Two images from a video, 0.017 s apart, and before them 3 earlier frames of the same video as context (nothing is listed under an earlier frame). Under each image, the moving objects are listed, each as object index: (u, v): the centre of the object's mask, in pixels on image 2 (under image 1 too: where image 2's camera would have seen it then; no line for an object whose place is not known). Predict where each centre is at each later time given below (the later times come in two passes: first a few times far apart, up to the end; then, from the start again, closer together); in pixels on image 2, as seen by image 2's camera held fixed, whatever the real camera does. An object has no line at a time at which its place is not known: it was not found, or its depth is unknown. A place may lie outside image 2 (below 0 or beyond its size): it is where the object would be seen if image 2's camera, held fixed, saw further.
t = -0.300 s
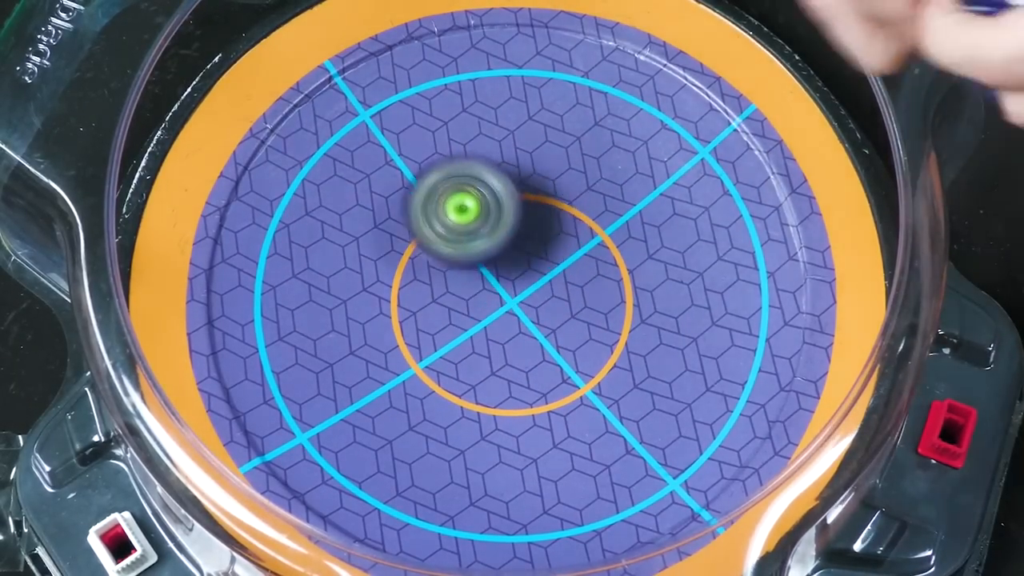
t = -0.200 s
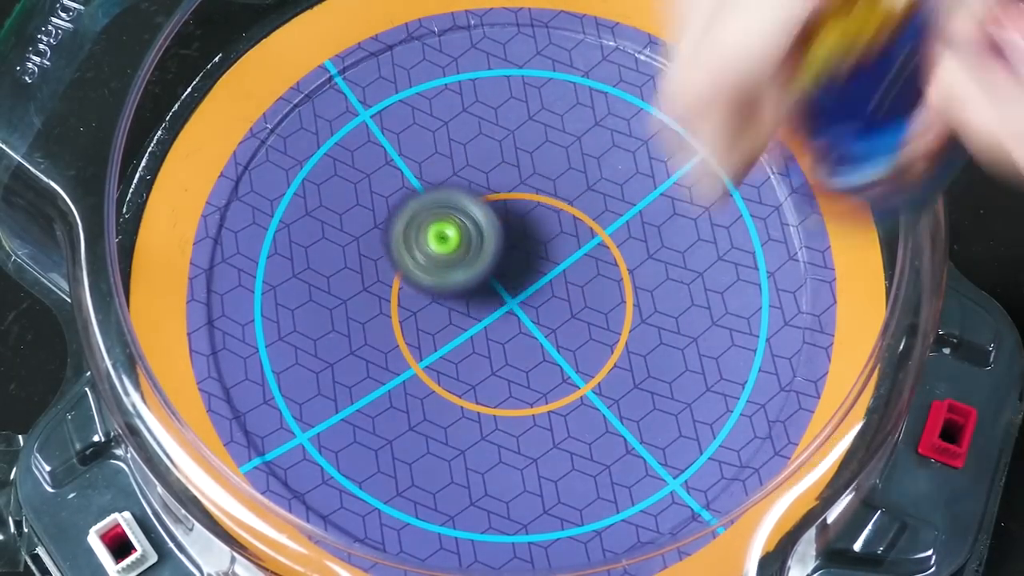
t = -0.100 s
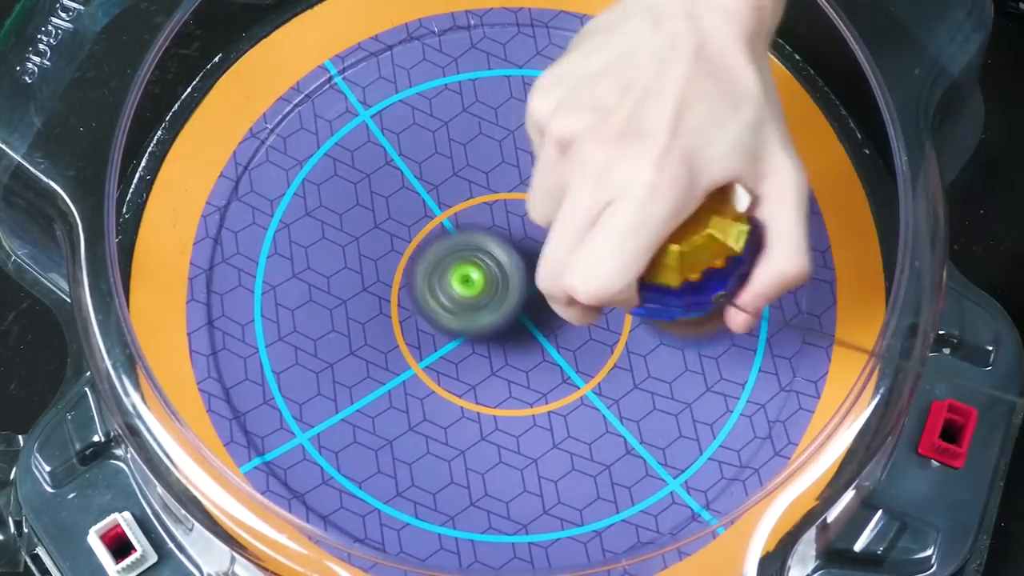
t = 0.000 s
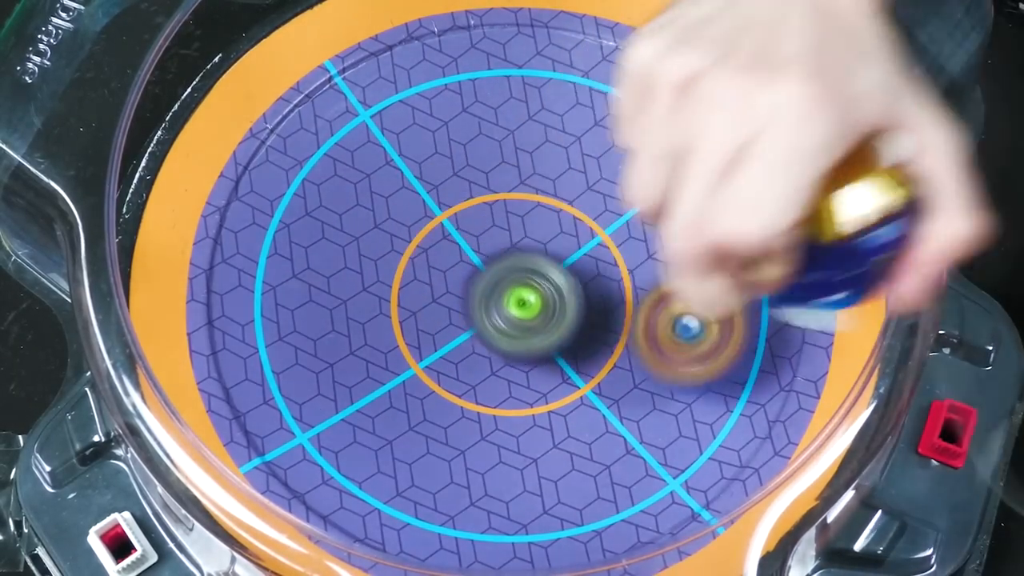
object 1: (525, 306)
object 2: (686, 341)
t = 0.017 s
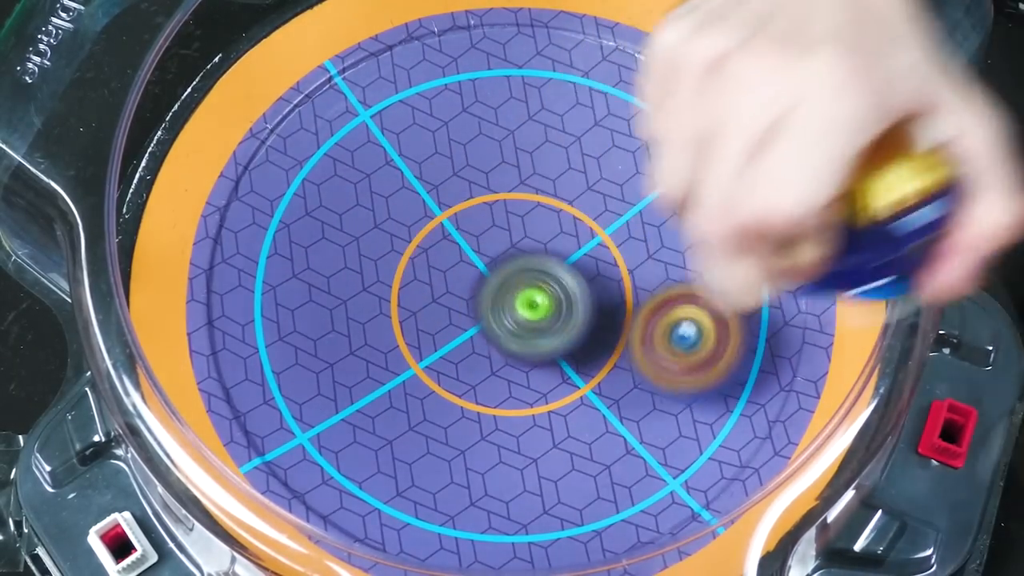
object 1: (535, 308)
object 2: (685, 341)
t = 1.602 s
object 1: (593, 171)
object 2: (311, 343)
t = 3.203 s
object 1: (652, 331)
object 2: (245, 90)
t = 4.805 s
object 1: (274, 244)
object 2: (696, 367)
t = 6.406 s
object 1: (488, 207)
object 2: (607, 308)
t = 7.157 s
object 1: (481, 231)
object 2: (481, 362)
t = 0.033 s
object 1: (543, 309)
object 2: (682, 347)
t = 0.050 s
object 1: (552, 309)
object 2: (678, 353)
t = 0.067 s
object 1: (556, 307)
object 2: (676, 361)
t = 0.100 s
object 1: (553, 295)
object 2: (683, 379)
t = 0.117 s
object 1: (551, 288)
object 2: (687, 387)
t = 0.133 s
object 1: (550, 283)
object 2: (689, 392)
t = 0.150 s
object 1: (546, 277)
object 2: (692, 399)
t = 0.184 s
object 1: (541, 266)
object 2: (698, 404)
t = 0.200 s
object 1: (539, 259)
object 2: (700, 407)
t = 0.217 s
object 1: (537, 253)
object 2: (703, 403)
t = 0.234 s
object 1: (534, 247)
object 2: (703, 402)
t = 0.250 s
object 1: (533, 240)
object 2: (704, 401)
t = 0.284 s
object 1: (527, 228)
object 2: (704, 391)
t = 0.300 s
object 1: (524, 223)
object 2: (705, 385)
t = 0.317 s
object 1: (520, 216)
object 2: (705, 378)
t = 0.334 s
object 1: (516, 211)
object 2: (705, 371)
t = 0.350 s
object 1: (511, 207)
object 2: (706, 363)
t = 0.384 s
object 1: (500, 200)
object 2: (702, 350)
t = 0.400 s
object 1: (494, 199)
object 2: (700, 343)
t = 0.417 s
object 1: (488, 200)
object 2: (696, 338)
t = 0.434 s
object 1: (481, 202)
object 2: (692, 335)
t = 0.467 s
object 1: (470, 209)
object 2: (680, 329)
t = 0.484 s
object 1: (465, 214)
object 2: (673, 328)
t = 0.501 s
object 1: (461, 221)
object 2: (665, 328)
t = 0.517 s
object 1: (458, 227)
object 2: (657, 328)
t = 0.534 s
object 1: (455, 235)
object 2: (647, 329)
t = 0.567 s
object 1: (455, 250)
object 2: (625, 335)
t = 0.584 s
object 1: (458, 259)
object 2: (612, 339)
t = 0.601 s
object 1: (460, 267)
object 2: (602, 345)
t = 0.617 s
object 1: (463, 273)
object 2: (589, 349)
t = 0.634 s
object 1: (468, 281)
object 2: (579, 354)
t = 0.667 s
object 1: (428, 224)
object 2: (625, 439)
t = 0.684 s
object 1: (390, 183)
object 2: (656, 488)
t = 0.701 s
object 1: (355, 135)
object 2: (672, 506)
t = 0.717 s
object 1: (334, 101)
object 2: (682, 513)
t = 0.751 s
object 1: (282, 30)
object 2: (699, 525)
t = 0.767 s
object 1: (261, 27)
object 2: (703, 532)
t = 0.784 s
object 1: (250, 41)
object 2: (704, 535)
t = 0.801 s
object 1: (240, 55)
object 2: (705, 529)
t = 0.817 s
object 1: (227, 80)
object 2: (702, 526)
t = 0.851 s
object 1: (211, 144)
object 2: (703, 508)
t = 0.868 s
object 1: (206, 165)
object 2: (701, 496)
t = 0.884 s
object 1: (202, 192)
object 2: (699, 487)
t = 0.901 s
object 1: (202, 214)
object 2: (696, 477)
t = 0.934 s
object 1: (201, 255)
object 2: (689, 453)
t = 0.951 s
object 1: (206, 276)
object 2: (686, 436)
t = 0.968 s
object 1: (215, 297)
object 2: (683, 423)
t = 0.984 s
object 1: (227, 320)
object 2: (678, 412)
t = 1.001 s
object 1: (239, 338)
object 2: (673, 402)
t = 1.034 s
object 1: (271, 370)
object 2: (659, 374)
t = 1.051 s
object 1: (286, 383)
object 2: (649, 362)
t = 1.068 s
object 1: (303, 394)
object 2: (639, 348)
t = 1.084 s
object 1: (327, 403)
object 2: (627, 336)
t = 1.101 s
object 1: (344, 411)
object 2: (617, 323)
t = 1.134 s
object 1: (382, 422)
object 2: (594, 301)
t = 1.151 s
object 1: (402, 424)
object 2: (583, 293)
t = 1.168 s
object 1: (419, 426)
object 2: (572, 283)
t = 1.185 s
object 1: (438, 427)
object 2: (561, 274)
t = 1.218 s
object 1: (474, 420)
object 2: (540, 266)
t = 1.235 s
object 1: (490, 415)
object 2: (529, 264)
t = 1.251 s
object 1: (508, 409)
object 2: (520, 261)
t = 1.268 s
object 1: (523, 401)
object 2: (510, 258)
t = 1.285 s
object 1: (536, 392)
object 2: (501, 257)
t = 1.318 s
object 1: (562, 371)
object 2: (482, 262)
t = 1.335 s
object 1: (573, 359)
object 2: (473, 262)
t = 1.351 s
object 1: (583, 347)
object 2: (464, 261)
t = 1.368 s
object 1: (591, 335)
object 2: (455, 263)
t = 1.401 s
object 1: (604, 311)
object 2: (436, 273)
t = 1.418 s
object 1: (610, 298)
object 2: (425, 277)
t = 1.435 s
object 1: (614, 286)
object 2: (414, 280)
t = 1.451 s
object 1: (617, 273)
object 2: (400, 285)
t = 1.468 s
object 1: (617, 261)
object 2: (388, 290)
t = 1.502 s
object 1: (617, 237)
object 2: (364, 301)
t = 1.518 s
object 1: (615, 223)
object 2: (352, 308)
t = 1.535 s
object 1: (612, 213)
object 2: (342, 314)
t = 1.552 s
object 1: (608, 201)
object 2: (334, 319)
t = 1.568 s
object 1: (604, 191)
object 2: (326, 326)
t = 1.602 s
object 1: (593, 171)
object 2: (311, 343)
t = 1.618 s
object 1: (587, 163)
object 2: (307, 348)
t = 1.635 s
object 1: (578, 154)
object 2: (302, 355)
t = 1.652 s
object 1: (570, 147)
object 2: (298, 364)
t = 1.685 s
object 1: (551, 134)
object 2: (289, 383)
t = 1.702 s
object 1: (542, 131)
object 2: (288, 389)
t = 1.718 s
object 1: (532, 127)
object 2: (287, 396)
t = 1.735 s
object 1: (522, 125)
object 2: (288, 403)
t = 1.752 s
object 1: (510, 123)
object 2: (289, 412)
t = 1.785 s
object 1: (487, 122)
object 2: (294, 425)
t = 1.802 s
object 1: (476, 124)
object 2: (298, 432)
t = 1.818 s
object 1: (466, 126)
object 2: (299, 438)
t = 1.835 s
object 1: (455, 130)
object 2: (302, 441)
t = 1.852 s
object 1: (446, 135)
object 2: (306, 446)
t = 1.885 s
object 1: (428, 147)
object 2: (315, 453)
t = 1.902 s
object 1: (420, 156)
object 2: (319, 455)
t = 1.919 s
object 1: (413, 166)
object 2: (323, 457)
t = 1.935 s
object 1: (409, 175)
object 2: (327, 457)
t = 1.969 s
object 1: (405, 196)
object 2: (334, 454)
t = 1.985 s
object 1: (406, 206)
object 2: (337, 452)
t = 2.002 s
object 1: (409, 215)
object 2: (341, 447)
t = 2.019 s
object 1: (413, 225)
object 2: (344, 442)
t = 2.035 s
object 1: (417, 233)
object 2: (346, 437)
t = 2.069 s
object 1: (430, 248)
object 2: (353, 425)
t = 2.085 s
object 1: (438, 254)
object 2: (357, 418)
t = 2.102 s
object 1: (447, 259)
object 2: (361, 409)
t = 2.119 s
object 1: (457, 264)
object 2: (364, 400)
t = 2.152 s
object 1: (476, 268)
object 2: (370, 378)
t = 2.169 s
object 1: (486, 270)
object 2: (372, 366)
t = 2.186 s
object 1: (497, 271)
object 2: (374, 355)
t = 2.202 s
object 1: (507, 272)
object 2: (376, 343)
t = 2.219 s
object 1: (517, 271)
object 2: (377, 331)
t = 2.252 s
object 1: (537, 267)
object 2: (376, 304)
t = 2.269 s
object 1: (546, 264)
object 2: (375, 291)
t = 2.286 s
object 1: (553, 261)
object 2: (373, 279)
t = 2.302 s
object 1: (561, 257)
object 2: (371, 264)
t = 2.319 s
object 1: (567, 251)
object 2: (368, 251)
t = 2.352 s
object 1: (578, 240)
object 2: (361, 225)
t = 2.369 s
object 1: (582, 233)
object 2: (357, 213)
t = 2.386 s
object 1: (584, 226)
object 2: (353, 201)
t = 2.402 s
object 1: (586, 219)
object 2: (348, 190)
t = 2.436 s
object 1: (586, 206)
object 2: (336, 169)
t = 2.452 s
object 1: (585, 198)
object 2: (330, 160)
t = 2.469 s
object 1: (583, 191)
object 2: (324, 153)
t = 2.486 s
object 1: (581, 185)
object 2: (316, 147)
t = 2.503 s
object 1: (577, 179)
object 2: (310, 143)
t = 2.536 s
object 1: (564, 170)
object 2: (298, 138)
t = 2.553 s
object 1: (557, 167)
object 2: (291, 138)
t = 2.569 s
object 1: (550, 165)
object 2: (287, 139)
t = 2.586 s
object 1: (542, 164)
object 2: (282, 143)
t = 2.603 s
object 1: (534, 165)
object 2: (279, 147)
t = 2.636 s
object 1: (522, 167)
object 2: (274, 157)
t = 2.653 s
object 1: (517, 169)
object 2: (272, 162)
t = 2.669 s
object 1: (513, 171)
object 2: (270, 167)
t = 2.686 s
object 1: (510, 173)
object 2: (271, 171)
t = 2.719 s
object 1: (506, 178)
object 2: (271, 181)
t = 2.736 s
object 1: (504, 181)
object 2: (274, 185)
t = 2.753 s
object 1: (504, 183)
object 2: (280, 188)
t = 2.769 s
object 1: (505, 185)
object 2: (284, 193)
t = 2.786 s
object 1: (507, 188)
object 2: (291, 197)
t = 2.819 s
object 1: (511, 195)
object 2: (305, 204)
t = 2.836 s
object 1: (512, 201)
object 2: (316, 207)
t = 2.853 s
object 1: (512, 207)
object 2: (327, 210)
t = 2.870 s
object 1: (513, 214)
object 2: (340, 213)
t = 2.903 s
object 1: (514, 229)
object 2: (367, 216)
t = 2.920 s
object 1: (514, 238)
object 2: (381, 218)
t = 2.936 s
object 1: (529, 250)
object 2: (388, 209)
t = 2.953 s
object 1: (583, 282)
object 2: (363, 187)
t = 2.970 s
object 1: (634, 314)
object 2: (338, 165)
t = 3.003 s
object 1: (724, 362)
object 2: (290, 125)
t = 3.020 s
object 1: (765, 383)
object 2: (274, 111)
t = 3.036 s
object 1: (793, 389)
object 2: (269, 107)
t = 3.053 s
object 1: (810, 389)
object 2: (266, 106)
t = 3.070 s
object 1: (812, 385)
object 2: (263, 105)
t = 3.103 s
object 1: (785, 372)
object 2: (257, 100)
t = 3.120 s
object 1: (763, 366)
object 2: (255, 99)
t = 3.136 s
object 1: (742, 362)
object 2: (254, 97)
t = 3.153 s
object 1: (720, 361)
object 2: (251, 95)
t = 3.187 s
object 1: (675, 341)
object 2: (247, 91)
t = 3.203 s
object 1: (652, 331)
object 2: (245, 90)
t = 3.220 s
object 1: (629, 323)
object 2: (243, 89)
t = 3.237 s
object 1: (606, 315)
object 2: (242, 88)
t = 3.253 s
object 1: (584, 304)
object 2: (241, 87)
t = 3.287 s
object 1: (542, 283)
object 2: (241, 83)
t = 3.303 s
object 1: (522, 273)
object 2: (242, 81)
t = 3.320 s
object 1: (504, 263)
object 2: (243, 79)
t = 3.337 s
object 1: (487, 254)
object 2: (246, 78)
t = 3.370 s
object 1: (456, 237)
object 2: (253, 73)
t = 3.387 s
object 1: (442, 230)
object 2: (257, 71)
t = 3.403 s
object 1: (431, 224)
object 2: (261, 69)
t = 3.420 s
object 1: (419, 219)
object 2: (266, 68)
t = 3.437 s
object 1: (409, 215)
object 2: (273, 67)
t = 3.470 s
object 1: (393, 211)
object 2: (284, 66)
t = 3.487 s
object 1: (386, 210)
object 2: (290, 64)
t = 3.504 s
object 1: (381, 211)
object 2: (297, 63)
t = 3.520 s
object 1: (377, 213)
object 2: (304, 63)
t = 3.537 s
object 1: (373, 217)
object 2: (313, 62)
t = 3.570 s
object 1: (370, 227)
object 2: (331, 62)
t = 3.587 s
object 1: (370, 233)
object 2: (344, 69)
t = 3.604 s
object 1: (369, 240)
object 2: (356, 78)
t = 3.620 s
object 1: (371, 248)
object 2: (369, 87)
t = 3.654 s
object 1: (374, 263)
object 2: (391, 101)
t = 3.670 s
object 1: (377, 270)
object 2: (403, 110)
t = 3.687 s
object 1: (380, 277)
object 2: (413, 119)
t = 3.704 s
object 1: (384, 284)
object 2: (425, 128)
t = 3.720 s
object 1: (388, 290)
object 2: (437, 137)
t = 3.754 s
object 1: (396, 305)
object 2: (456, 152)
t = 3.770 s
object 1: (400, 312)
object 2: (468, 159)
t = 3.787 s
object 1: (405, 319)
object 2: (482, 166)
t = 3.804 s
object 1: (409, 326)
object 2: (496, 173)
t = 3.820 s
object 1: (414, 331)
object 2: (508, 176)
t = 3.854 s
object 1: (426, 338)
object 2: (534, 188)
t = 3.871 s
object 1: (433, 341)
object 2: (548, 193)
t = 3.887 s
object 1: (439, 342)
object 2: (562, 196)
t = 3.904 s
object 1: (444, 342)
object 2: (574, 200)
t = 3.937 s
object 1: (457, 341)
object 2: (602, 208)
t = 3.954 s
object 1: (462, 340)
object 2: (616, 209)
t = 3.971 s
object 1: (467, 338)
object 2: (628, 209)
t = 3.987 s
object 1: (473, 337)
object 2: (636, 212)
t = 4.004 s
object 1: (478, 333)
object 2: (645, 214)
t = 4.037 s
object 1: (488, 329)
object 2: (661, 217)
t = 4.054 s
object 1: (491, 328)
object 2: (666, 218)
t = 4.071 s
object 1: (494, 326)
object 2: (672, 219)
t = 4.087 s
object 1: (497, 324)
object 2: (679, 217)
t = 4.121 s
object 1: (503, 321)
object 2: (688, 215)
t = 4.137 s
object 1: (505, 319)
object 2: (693, 214)
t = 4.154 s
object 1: (507, 317)
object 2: (700, 212)
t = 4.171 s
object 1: (508, 316)
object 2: (707, 210)
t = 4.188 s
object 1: (508, 315)
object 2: (710, 209)
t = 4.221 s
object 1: (510, 312)
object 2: (721, 205)
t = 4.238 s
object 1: (510, 310)
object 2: (723, 202)
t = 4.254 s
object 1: (510, 310)
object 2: (724, 199)
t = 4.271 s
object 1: (509, 309)
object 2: (727, 197)
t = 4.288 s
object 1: (509, 308)
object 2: (730, 193)
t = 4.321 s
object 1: (507, 307)
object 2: (726, 190)
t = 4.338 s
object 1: (506, 307)
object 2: (724, 191)
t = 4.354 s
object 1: (505, 307)
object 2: (722, 192)
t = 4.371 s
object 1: (503, 306)
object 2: (718, 194)
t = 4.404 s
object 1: (500, 305)
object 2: (706, 200)
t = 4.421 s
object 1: (497, 305)
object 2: (699, 203)
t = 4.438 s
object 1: (495, 305)
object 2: (692, 208)
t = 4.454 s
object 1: (494, 305)
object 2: (685, 214)
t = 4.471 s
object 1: (492, 304)
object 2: (678, 218)
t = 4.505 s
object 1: (486, 303)
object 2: (662, 230)
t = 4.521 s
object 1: (484, 302)
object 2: (654, 238)
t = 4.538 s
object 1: (482, 301)
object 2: (644, 244)
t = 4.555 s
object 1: (480, 301)
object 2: (635, 250)
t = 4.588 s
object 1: (476, 299)
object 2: (615, 266)
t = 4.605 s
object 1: (474, 298)
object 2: (607, 272)
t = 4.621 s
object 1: (468, 294)
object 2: (603, 278)
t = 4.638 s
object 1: (438, 289)
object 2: (620, 288)
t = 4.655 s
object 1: (410, 283)
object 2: (637, 298)
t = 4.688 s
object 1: (358, 272)
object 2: (660, 321)
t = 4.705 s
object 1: (337, 267)
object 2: (673, 331)
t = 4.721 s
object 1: (323, 262)
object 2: (677, 339)
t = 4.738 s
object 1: (308, 257)
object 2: (685, 349)
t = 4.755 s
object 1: (295, 254)
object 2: (691, 354)
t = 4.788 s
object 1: (279, 246)
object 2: (696, 365)
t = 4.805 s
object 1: (274, 244)
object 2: (696, 367)
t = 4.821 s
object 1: (272, 243)
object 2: (694, 369)
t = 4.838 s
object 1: (274, 244)
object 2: (693, 369)
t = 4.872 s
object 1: (282, 249)
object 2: (684, 366)
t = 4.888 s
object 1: (286, 254)
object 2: (679, 360)
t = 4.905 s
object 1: (294, 259)
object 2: (672, 358)
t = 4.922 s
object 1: (300, 263)
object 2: (669, 354)
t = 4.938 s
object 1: (305, 267)
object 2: (665, 350)
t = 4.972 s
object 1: (320, 277)
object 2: (655, 339)
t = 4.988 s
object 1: (327, 281)
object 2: (651, 336)
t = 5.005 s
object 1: (334, 286)
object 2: (646, 331)
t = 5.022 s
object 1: (343, 289)
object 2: (644, 328)
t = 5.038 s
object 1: (350, 292)
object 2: (637, 324)
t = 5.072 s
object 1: (365, 296)
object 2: (628, 319)
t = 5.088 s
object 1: (371, 298)
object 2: (623, 318)
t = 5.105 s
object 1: (379, 300)
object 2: (618, 317)
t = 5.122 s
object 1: (386, 302)
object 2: (611, 318)
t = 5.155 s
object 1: (399, 304)
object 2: (598, 321)
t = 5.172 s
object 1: (405, 304)
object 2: (585, 322)
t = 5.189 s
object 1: (411, 304)
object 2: (574, 325)
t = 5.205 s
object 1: (416, 306)
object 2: (560, 327)
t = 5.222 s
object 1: (416, 304)
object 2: (551, 331)
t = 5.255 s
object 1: (391, 288)
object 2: (553, 345)
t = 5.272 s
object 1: (382, 281)
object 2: (556, 350)
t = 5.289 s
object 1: (376, 275)
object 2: (556, 354)
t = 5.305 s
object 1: (372, 270)
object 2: (557, 358)
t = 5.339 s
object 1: (371, 261)
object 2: (554, 361)
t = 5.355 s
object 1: (370, 259)
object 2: (556, 361)
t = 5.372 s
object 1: (371, 257)
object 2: (552, 361)
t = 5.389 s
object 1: (373, 256)
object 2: (553, 361)
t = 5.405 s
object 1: (376, 254)
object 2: (550, 359)
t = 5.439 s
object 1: (382, 252)
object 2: (549, 355)
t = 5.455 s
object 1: (386, 252)
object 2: (547, 353)
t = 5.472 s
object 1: (388, 253)
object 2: (547, 351)
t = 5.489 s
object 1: (392, 252)
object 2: (543, 348)
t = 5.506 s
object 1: (394, 253)
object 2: (543, 344)
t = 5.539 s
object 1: (401, 254)
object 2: (538, 336)
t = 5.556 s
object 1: (405, 255)
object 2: (535, 332)
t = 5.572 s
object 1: (407, 255)
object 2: (531, 328)
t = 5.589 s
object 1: (411, 257)
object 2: (530, 324)
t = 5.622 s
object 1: (412, 251)
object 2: (532, 324)
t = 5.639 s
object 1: (401, 236)
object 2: (545, 328)
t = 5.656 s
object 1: (391, 225)
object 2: (556, 336)
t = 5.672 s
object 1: (383, 213)
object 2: (564, 340)
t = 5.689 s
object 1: (379, 206)
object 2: (574, 344)
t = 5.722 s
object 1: (379, 194)
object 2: (587, 347)
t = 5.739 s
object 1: (378, 190)
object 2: (591, 346)
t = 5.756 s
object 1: (378, 188)
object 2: (596, 347)
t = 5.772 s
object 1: (380, 187)
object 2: (600, 345)
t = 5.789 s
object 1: (383, 185)
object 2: (604, 345)
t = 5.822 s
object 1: (390, 185)
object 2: (609, 341)
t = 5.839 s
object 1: (392, 187)
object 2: (612, 338)
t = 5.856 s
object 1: (396, 188)
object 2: (612, 337)
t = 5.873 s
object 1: (399, 190)
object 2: (615, 333)
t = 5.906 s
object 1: (411, 195)
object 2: (615, 328)
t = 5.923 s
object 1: (414, 198)
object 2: (613, 326)
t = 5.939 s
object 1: (417, 200)
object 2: (615, 322)
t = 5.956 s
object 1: (422, 202)
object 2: (611, 319)
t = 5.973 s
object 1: (428, 206)
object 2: (612, 317)
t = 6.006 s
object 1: (435, 209)
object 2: (608, 311)
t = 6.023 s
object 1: (440, 214)
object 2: (606, 308)
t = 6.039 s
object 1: (445, 217)
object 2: (606, 305)
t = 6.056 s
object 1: (450, 220)
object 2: (601, 301)
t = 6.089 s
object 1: (457, 223)
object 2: (595, 294)
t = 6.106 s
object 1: (460, 225)
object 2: (593, 291)
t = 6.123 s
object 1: (465, 228)
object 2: (588, 287)
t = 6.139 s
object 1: (469, 229)
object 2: (585, 285)
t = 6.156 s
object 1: (464, 224)
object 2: (587, 288)
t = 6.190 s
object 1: (453, 212)
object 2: (597, 297)
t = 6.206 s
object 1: (449, 209)
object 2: (604, 302)
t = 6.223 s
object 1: (447, 204)
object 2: (604, 303)
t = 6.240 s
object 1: (446, 202)
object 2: (609, 305)
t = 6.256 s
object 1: (448, 200)
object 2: (607, 306)
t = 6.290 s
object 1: (456, 197)
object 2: (608, 308)
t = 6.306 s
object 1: (459, 196)
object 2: (612, 308)
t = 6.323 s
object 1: (465, 197)
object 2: (608, 309)
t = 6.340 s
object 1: (471, 198)
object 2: (612, 308)
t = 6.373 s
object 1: (480, 202)
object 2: (610, 308)
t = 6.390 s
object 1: (484, 205)
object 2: (607, 309)
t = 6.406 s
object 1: (488, 207)
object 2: (607, 308)
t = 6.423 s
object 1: (491, 209)
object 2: (605, 308)
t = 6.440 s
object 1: (494, 212)
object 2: (603, 306)
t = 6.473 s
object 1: (499, 218)
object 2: (597, 304)
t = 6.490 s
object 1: (501, 221)
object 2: (595, 304)
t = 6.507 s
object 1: (500, 217)
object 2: (593, 310)
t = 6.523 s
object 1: (493, 203)
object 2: (598, 325)
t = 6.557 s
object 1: (479, 177)
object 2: (611, 352)
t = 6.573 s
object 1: (472, 166)
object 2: (615, 362)
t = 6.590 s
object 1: (466, 156)
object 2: (619, 370)
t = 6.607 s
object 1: (462, 151)
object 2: (623, 379)
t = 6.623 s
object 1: (459, 145)
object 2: (625, 387)
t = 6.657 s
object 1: (455, 141)
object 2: (630, 402)
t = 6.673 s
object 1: (455, 141)
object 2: (632, 407)
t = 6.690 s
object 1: (454, 140)
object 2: (632, 415)
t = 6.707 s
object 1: (454, 142)
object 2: (633, 418)
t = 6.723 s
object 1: (454, 144)
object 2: (634, 424)
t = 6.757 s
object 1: (456, 149)
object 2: (632, 428)
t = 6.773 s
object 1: (457, 154)
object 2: (629, 431)
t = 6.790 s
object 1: (459, 158)
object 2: (630, 432)
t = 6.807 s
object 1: (461, 163)
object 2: (626, 433)
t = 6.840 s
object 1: (463, 172)
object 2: (621, 432)
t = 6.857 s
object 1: (463, 177)
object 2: (614, 432)
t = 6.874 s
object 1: (465, 182)
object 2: (612, 430)
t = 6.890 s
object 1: (465, 187)
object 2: (606, 429)
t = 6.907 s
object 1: (466, 192)
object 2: (601, 426)
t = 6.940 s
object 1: (467, 200)
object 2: (588, 420)
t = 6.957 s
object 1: (468, 206)
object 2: (582, 417)
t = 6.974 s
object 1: (469, 210)
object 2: (575, 414)
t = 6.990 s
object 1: (470, 213)
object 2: (566, 408)
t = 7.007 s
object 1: (471, 219)
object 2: (558, 404)
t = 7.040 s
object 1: (473, 226)
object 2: (541, 393)
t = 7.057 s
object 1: (474, 229)
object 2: (531, 387)
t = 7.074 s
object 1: (475, 234)
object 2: (523, 380)
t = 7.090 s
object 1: (476, 236)
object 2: (516, 375)
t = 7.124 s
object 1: (478, 241)
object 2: (499, 361)
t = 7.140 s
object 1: (480, 237)
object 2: (491, 362)
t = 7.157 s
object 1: (481, 231)
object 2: (481, 362)
